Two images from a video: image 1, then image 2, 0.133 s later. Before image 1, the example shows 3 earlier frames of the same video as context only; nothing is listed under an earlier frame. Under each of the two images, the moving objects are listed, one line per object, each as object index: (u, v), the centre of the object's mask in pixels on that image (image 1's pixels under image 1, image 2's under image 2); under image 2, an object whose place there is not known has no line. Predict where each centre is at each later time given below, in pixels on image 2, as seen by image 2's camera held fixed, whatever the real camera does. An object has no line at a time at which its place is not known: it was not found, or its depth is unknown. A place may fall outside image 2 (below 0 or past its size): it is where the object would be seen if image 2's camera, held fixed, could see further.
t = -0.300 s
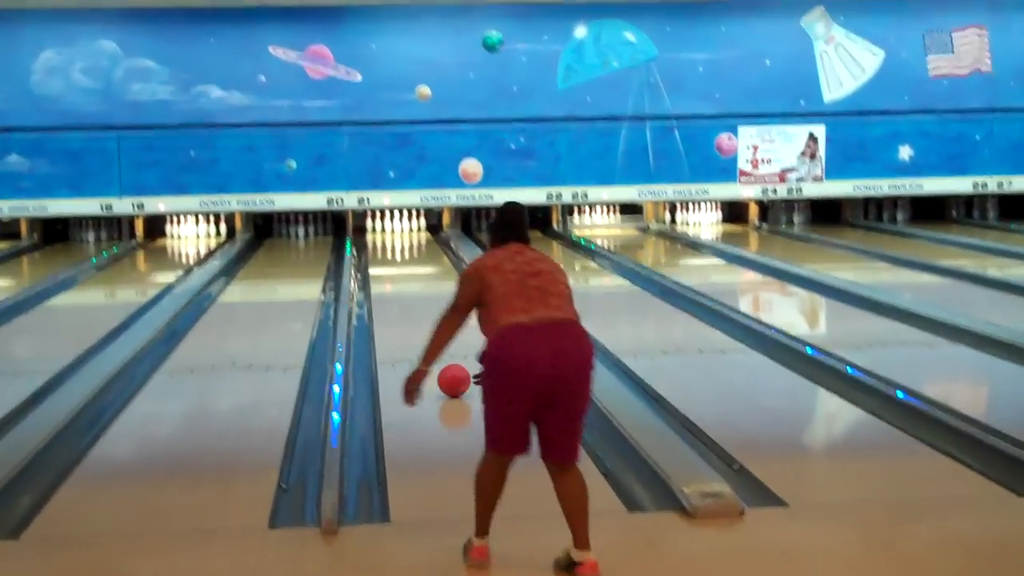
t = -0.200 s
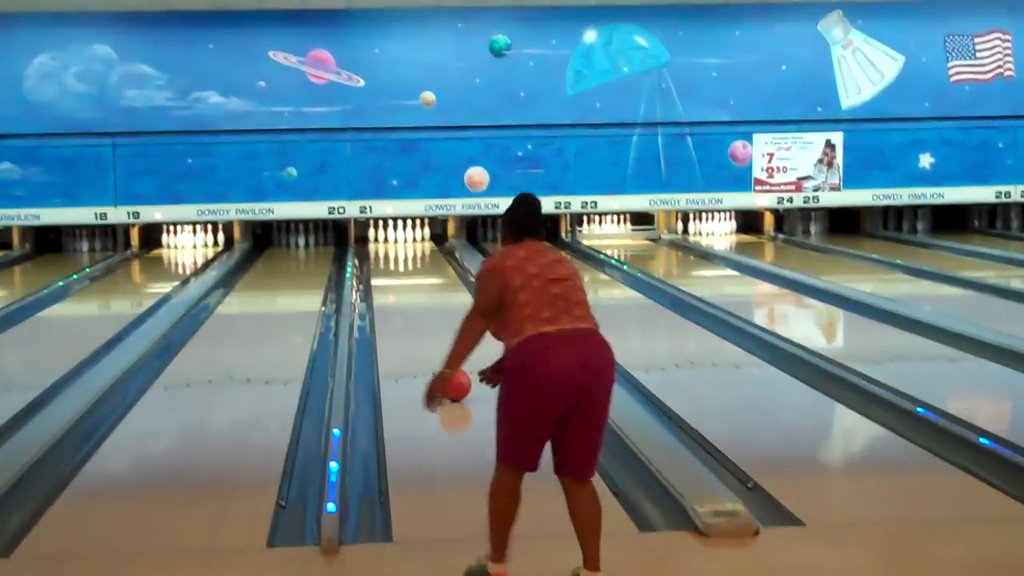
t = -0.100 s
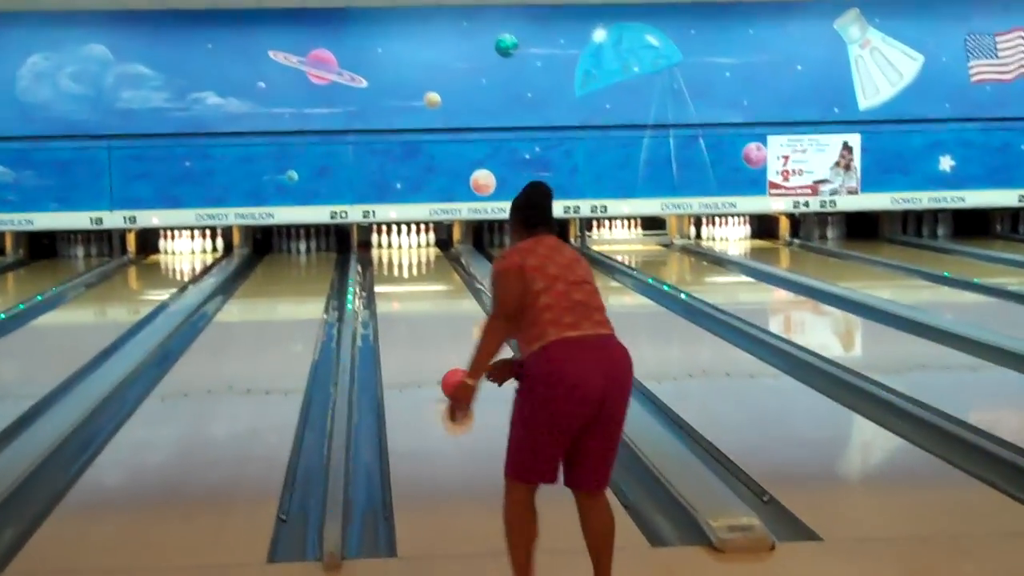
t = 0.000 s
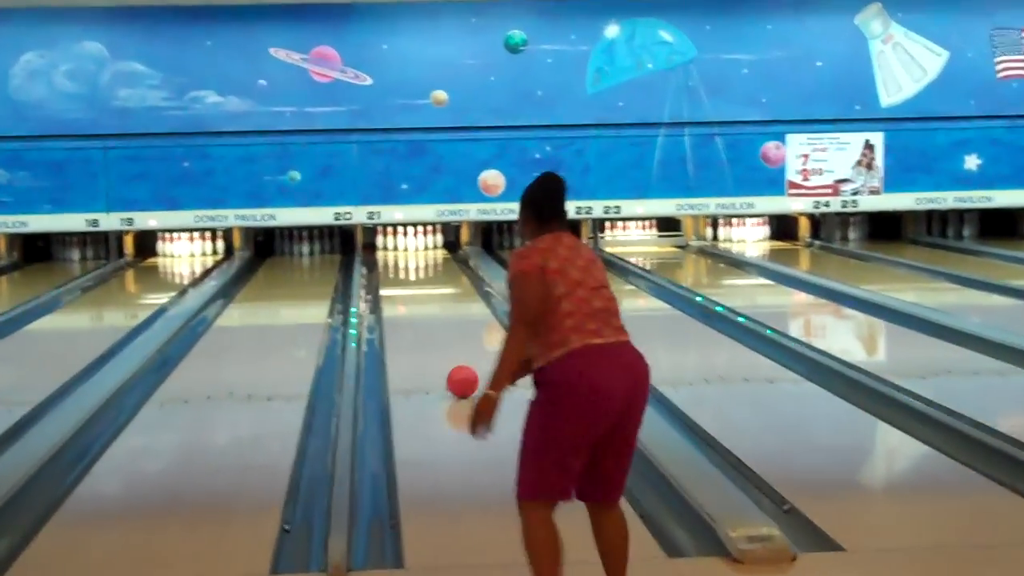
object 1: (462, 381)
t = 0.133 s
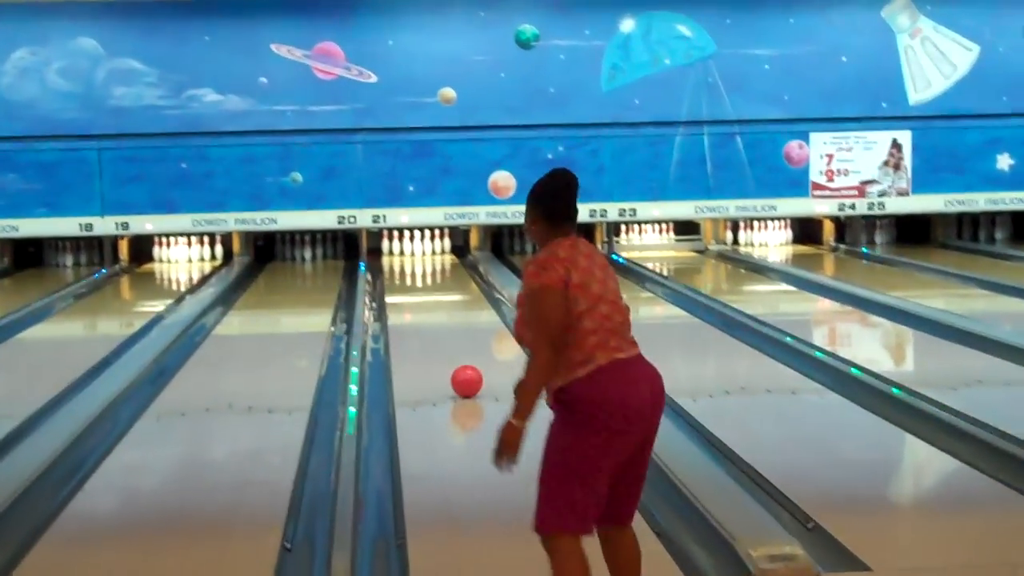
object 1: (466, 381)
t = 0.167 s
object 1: (466, 377)
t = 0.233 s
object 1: (463, 372)
